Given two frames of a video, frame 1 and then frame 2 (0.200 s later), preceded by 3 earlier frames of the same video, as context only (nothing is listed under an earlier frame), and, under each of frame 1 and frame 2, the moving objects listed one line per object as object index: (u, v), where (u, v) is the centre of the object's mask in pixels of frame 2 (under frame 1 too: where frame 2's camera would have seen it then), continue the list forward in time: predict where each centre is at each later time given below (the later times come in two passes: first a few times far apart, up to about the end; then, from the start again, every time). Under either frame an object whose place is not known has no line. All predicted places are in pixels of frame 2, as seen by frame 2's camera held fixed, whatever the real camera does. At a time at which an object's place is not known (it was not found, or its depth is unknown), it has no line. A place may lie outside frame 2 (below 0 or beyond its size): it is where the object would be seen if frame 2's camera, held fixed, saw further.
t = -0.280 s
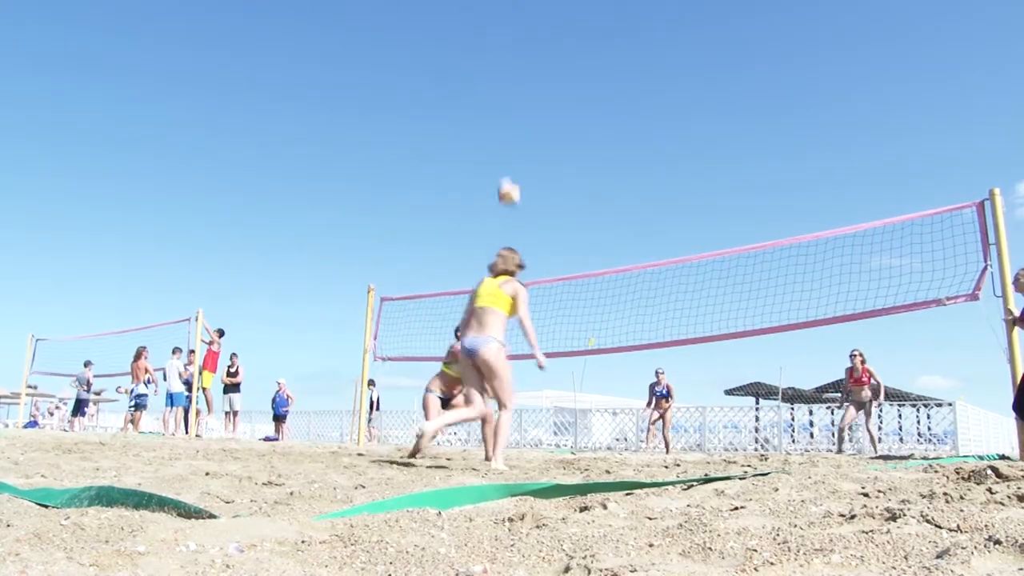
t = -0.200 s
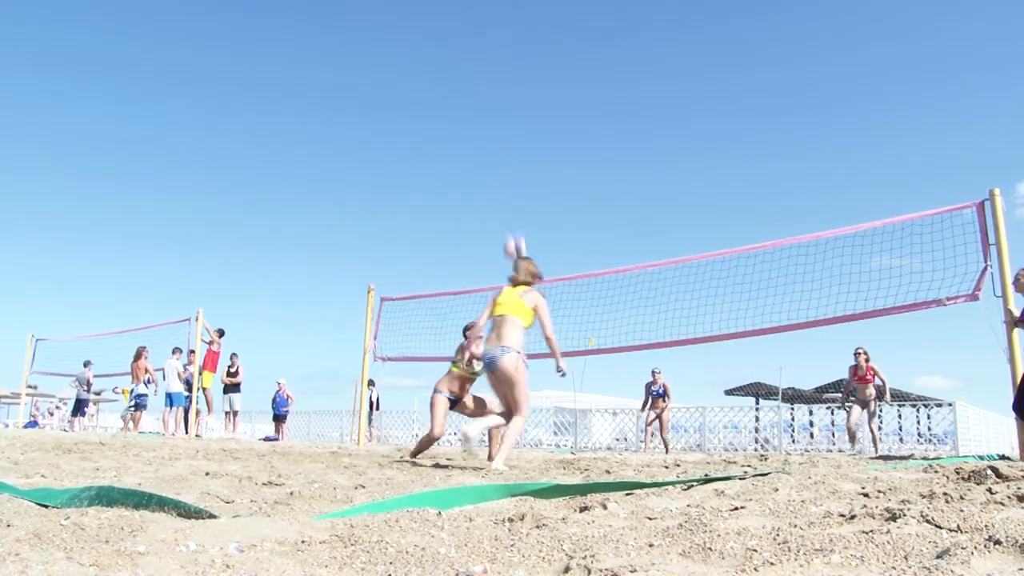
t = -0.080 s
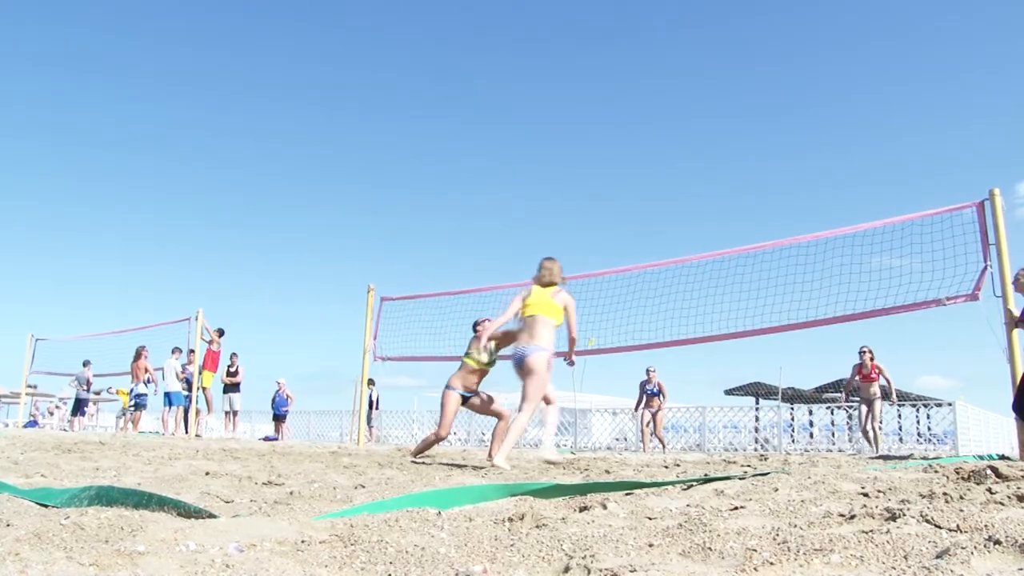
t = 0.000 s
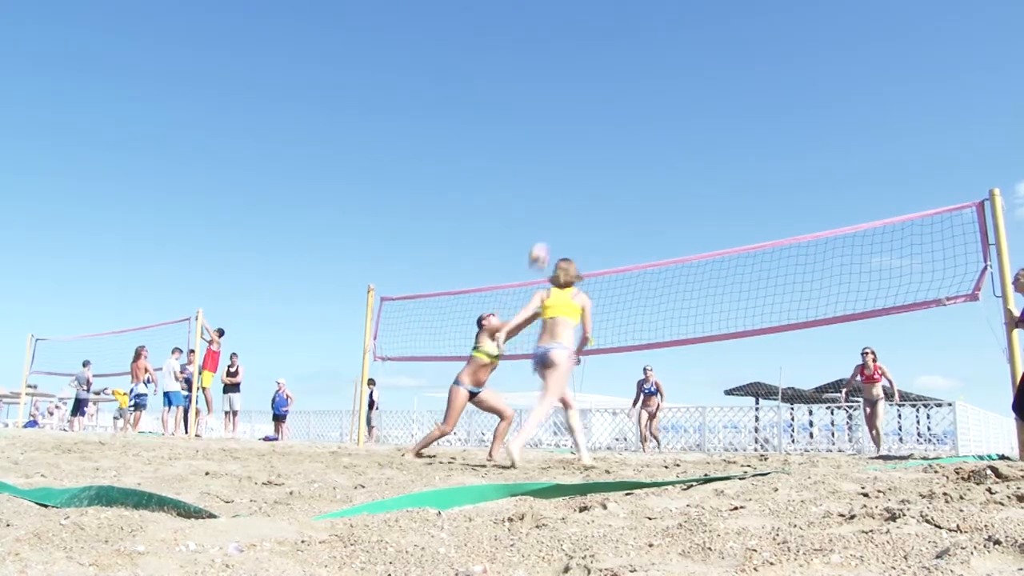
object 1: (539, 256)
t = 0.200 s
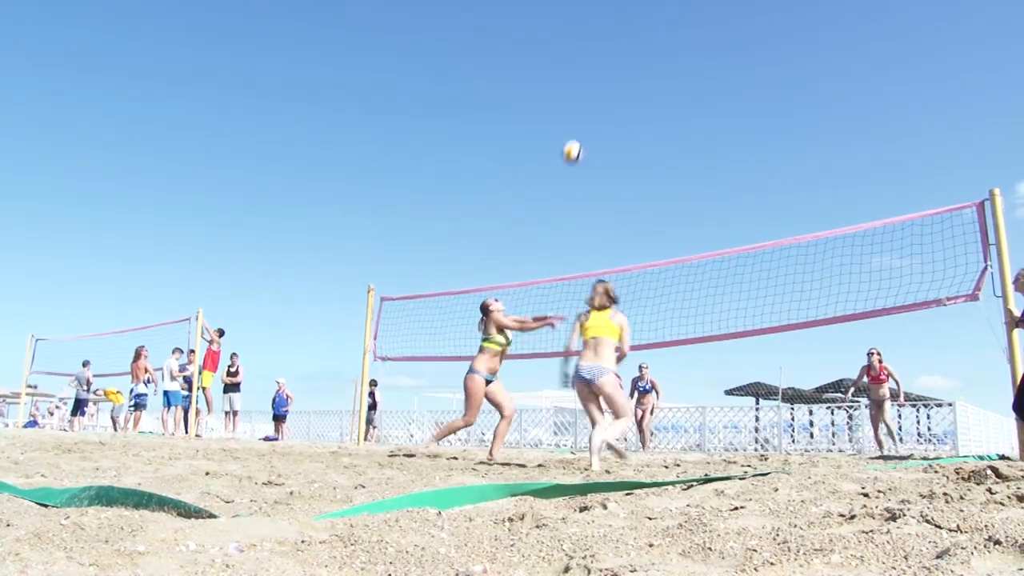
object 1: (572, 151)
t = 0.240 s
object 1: (578, 136)
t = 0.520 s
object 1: (616, 77)
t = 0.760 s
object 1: (647, 78)
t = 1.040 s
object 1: (684, 133)
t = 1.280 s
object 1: (719, 223)
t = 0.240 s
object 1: (578, 136)
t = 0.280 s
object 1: (584, 123)
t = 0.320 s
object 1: (589, 111)
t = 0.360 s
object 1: (595, 101)
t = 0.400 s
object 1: (600, 93)
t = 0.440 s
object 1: (606, 86)
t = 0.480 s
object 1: (611, 81)
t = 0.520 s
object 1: (616, 77)
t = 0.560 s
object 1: (621, 74)
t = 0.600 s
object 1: (627, 73)
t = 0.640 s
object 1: (632, 73)
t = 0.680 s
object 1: (637, 74)
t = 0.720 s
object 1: (642, 75)
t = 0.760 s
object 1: (647, 78)
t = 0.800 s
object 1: (652, 82)
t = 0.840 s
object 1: (658, 88)
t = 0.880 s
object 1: (662, 94)
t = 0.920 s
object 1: (668, 102)
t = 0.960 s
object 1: (673, 112)
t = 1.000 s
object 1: (678, 121)
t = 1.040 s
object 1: (684, 133)
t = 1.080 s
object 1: (690, 145)
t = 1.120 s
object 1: (695, 158)
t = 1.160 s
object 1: (701, 173)
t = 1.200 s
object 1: (707, 189)
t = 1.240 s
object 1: (713, 205)
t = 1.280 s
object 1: (719, 223)
